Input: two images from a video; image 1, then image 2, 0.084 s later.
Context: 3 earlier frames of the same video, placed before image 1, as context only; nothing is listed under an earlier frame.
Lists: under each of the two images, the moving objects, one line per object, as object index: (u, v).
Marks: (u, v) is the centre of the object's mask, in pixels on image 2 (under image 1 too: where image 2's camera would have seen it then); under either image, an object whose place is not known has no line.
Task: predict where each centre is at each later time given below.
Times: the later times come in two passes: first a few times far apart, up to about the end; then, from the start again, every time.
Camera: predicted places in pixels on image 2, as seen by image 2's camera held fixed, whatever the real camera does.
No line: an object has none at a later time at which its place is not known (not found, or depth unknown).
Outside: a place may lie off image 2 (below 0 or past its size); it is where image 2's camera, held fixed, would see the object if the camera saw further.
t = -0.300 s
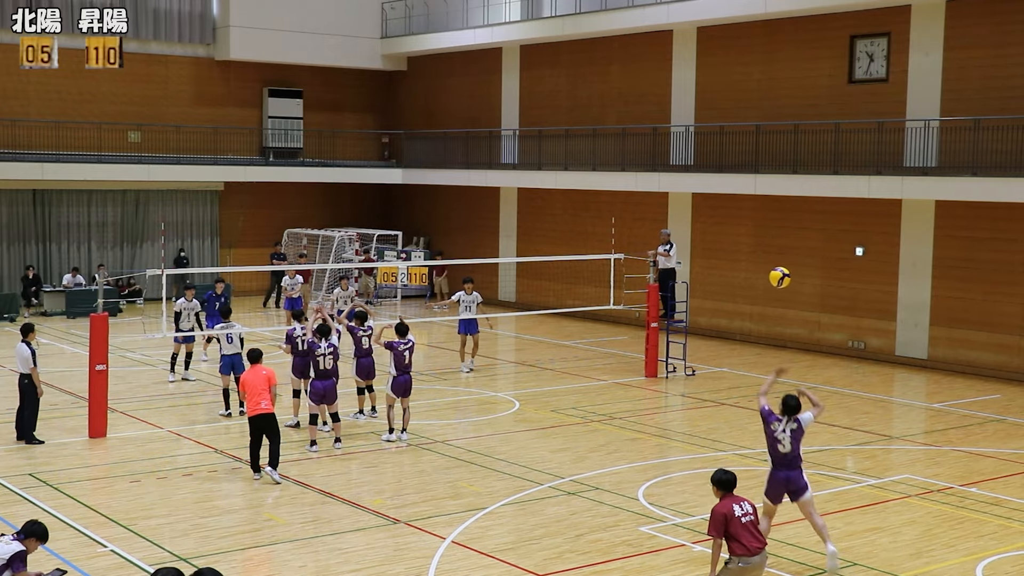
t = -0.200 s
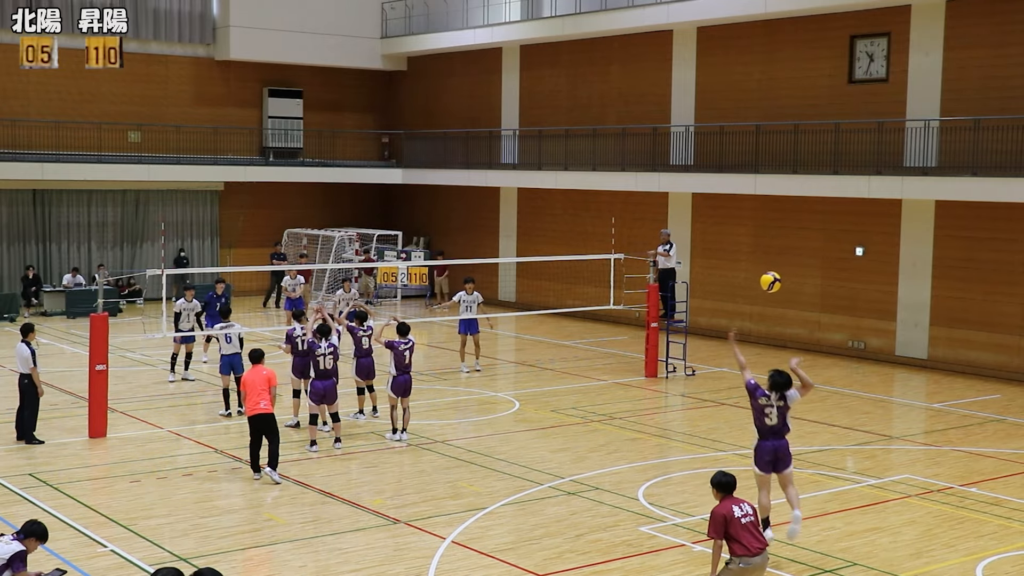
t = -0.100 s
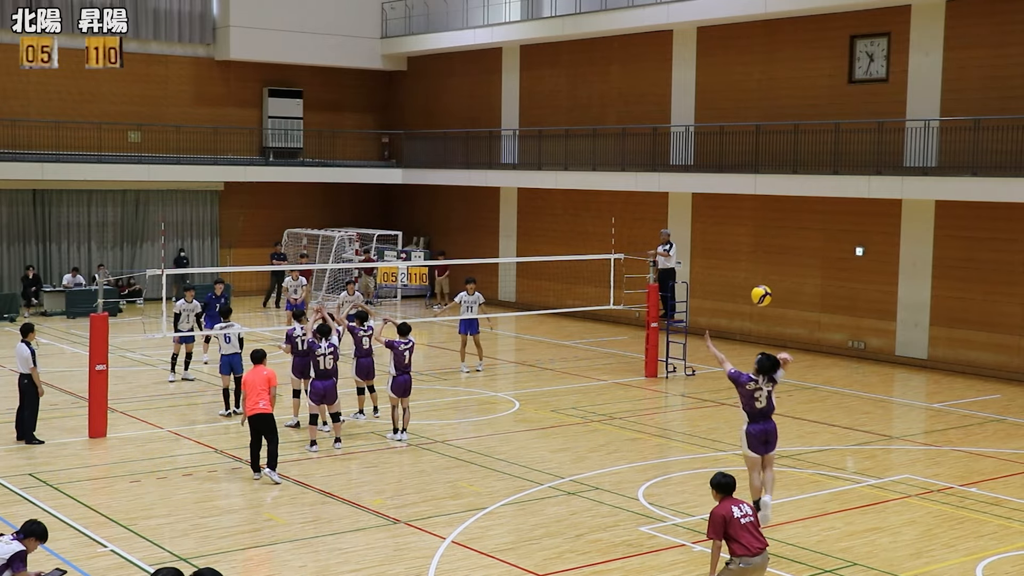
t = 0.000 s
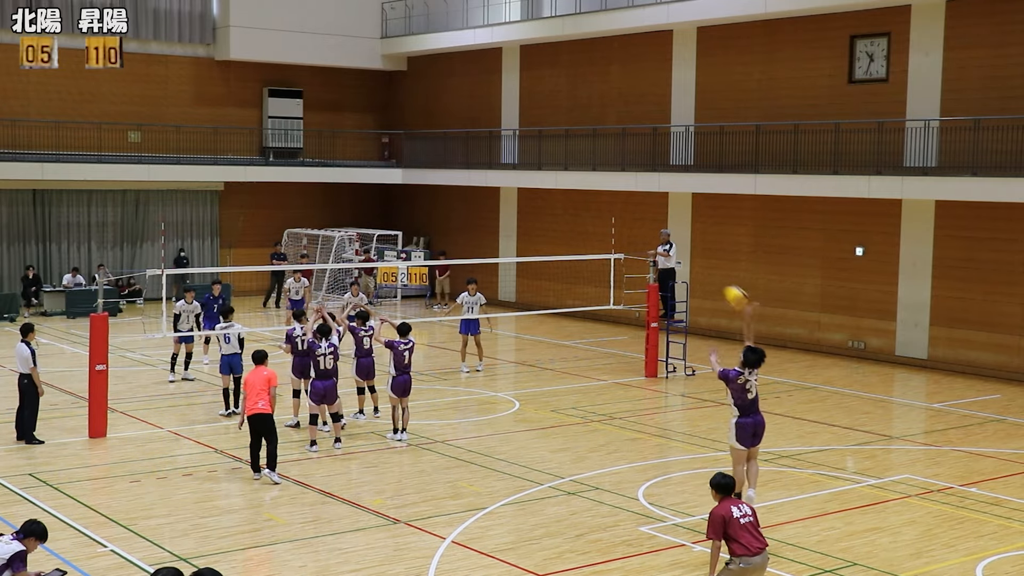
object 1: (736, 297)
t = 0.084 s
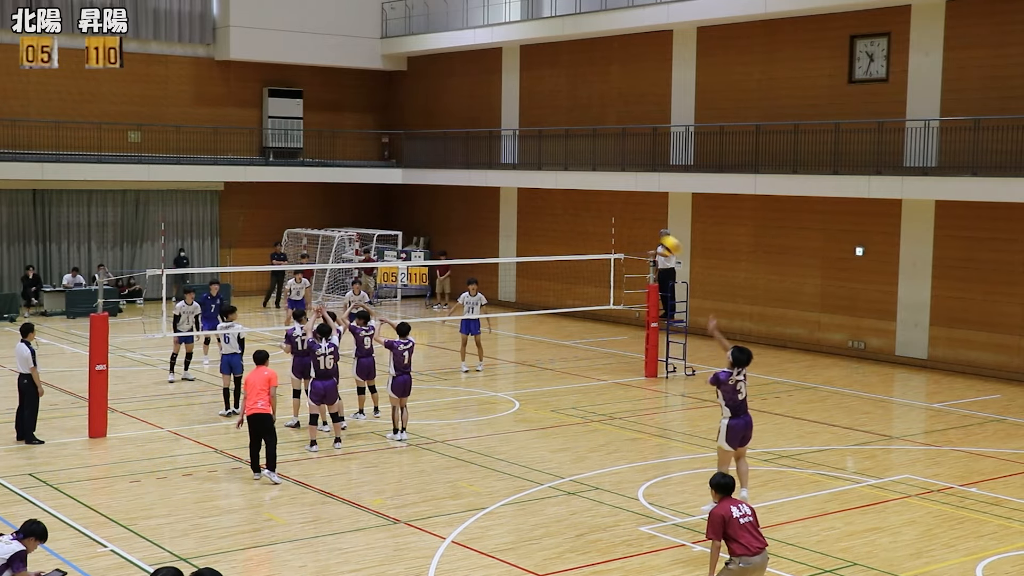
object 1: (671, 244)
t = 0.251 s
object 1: (563, 172)
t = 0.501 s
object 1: (439, 121)
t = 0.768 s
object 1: (334, 124)
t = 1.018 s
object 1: (256, 163)
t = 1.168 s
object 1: (219, 202)
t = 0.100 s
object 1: (658, 236)
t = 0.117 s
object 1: (647, 229)
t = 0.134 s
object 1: (636, 220)
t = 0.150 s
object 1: (625, 213)
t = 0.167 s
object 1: (614, 205)
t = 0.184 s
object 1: (603, 198)
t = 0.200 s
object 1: (593, 192)
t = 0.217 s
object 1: (583, 185)
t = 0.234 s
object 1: (572, 178)
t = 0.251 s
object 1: (563, 172)
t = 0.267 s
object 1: (554, 166)
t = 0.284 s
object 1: (545, 161)
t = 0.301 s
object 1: (536, 157)
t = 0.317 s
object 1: (527, 153)
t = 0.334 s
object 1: (518, 148)
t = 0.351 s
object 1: (510, 144)
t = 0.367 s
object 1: (501, 140)
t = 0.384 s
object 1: (493, 137)
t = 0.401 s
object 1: (485, 134)
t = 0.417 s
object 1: (477, 132)
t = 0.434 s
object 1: (470, 129)
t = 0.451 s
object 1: (461, 127)
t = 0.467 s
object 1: (454, 124)
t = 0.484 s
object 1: (446, 123)
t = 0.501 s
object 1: (439, 121)
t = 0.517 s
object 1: (431, 120)
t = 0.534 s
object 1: (424, 118)
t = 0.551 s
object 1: (417, 117)
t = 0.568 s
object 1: (410, 117)
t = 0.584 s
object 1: (403, 116)
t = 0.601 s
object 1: (397, 116)
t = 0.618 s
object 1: (390, 116)
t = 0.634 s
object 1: (383, 116)
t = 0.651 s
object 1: (377, 116)
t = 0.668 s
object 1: (371, 116)
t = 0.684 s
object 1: (364, 117)
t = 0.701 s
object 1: (358, 118)
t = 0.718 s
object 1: (352, 119)
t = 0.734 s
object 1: (346, 120)
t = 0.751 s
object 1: (340, 122)
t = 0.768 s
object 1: (334, 124)
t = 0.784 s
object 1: (328, 125)
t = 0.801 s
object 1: (323, 127)
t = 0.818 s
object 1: (317, 129)
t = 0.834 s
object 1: (311, 131)
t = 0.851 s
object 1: (306, 133)
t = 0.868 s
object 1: (301, 136)
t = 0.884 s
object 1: (295, 138)
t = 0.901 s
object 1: (290, 141)
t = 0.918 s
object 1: (284, 144)
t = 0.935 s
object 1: (279, 148)
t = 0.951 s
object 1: (274, 151)
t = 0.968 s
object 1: (270, 154)
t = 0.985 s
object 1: (265, 157)
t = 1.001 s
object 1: (261, 160)
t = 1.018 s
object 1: (256, 163)
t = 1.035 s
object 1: (252, 167)
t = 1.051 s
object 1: (247, 172)
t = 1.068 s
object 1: (243, 176)
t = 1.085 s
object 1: (239, 181)
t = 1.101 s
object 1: (234, 185)
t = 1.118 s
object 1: (230, 189)
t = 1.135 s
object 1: (226, 193)
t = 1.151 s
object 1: (223, 197)
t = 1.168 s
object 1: (219, 202)
